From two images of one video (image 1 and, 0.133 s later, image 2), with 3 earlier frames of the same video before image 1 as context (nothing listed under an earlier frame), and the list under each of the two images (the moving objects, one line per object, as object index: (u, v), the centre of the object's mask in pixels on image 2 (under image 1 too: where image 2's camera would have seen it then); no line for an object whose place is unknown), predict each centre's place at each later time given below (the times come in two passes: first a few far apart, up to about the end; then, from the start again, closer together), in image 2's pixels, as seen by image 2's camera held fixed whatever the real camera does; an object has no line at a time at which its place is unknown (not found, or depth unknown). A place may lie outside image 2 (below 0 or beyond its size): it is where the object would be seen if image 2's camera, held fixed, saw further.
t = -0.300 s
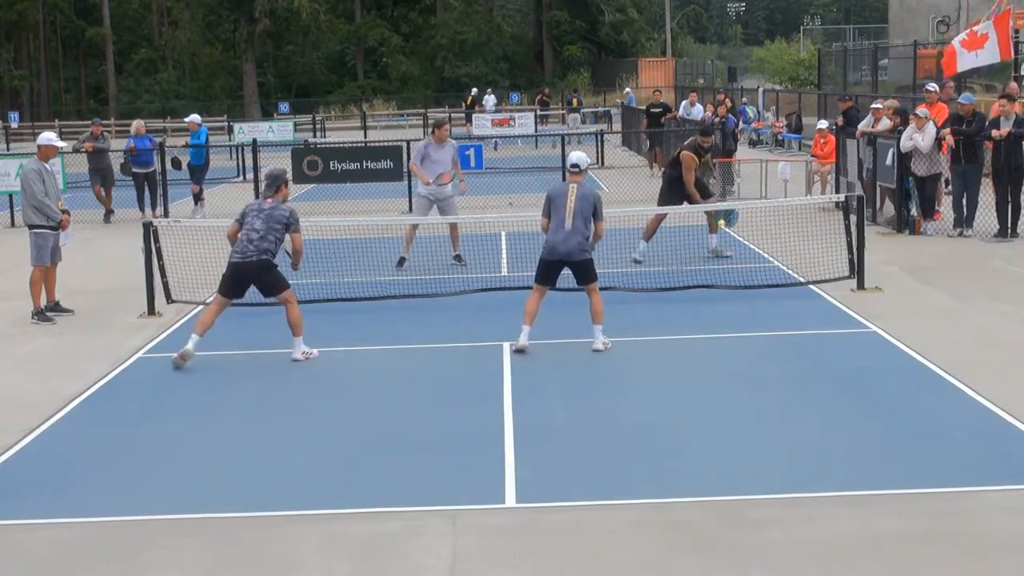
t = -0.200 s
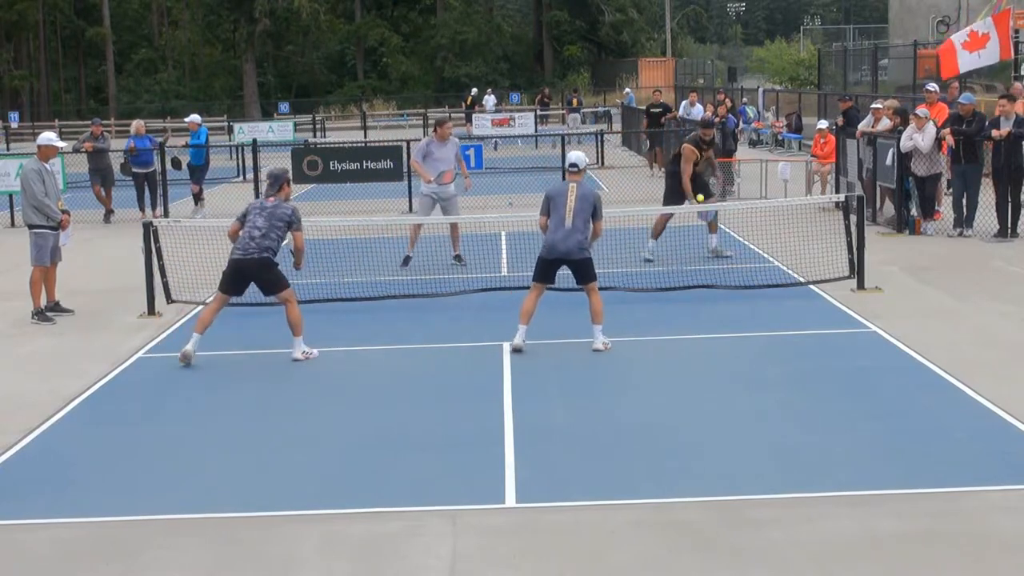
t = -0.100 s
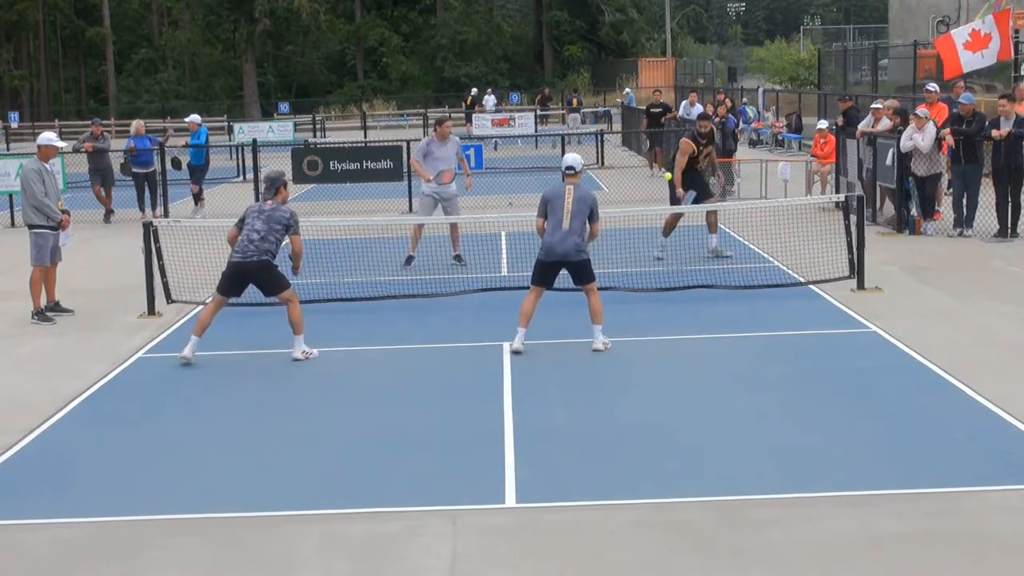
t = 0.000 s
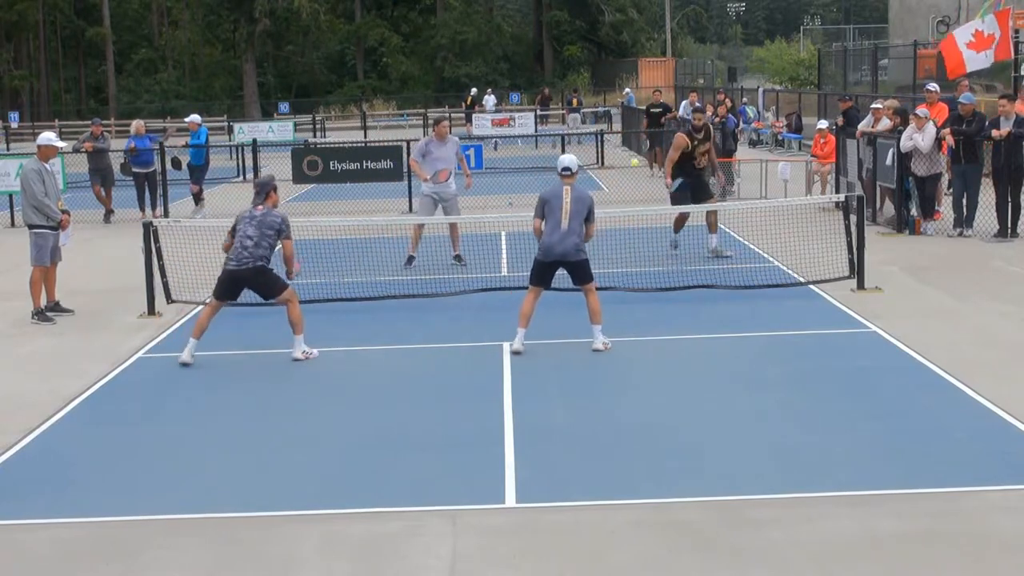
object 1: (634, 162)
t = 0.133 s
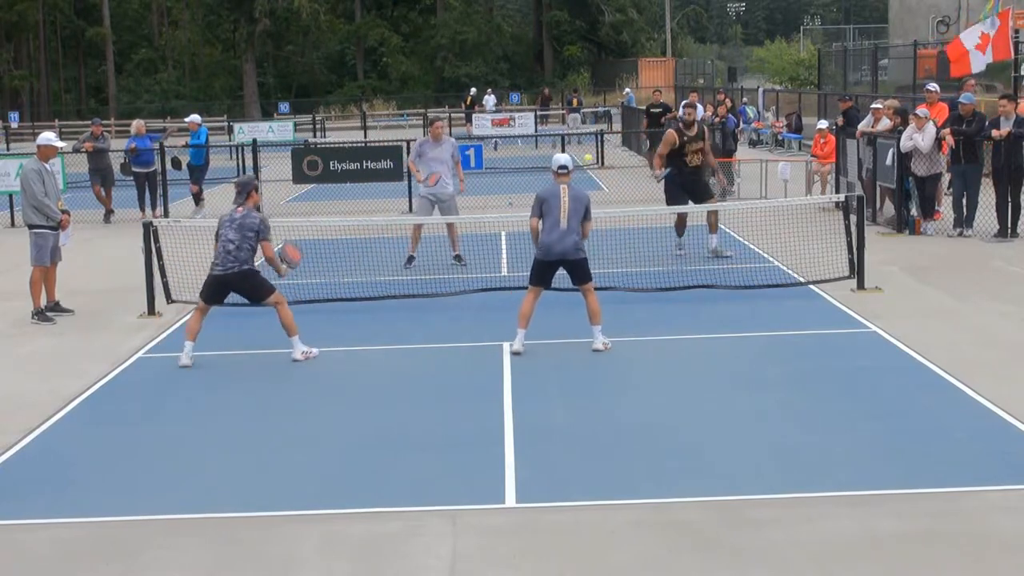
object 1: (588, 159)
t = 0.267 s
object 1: (539, 171)
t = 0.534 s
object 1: (434, 254)
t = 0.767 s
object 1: (357, 301)
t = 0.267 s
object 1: (539, 171)
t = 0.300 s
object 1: (526, 177)
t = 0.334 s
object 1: (513, 184)
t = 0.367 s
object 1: (500, 192)
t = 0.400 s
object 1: (488, 201)
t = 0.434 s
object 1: (474, 212)
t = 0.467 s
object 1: (461, 226)
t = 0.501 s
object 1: (447, 239)
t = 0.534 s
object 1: (434, 254)
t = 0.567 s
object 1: (420, 270)
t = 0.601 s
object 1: (406, 288)
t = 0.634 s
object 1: (392, 306)
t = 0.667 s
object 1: (378, 326)
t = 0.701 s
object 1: (370, 320)
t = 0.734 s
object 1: (364, 310)
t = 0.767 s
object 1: (357, 301)
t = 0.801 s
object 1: (351, 294)
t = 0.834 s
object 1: (344, 287)
